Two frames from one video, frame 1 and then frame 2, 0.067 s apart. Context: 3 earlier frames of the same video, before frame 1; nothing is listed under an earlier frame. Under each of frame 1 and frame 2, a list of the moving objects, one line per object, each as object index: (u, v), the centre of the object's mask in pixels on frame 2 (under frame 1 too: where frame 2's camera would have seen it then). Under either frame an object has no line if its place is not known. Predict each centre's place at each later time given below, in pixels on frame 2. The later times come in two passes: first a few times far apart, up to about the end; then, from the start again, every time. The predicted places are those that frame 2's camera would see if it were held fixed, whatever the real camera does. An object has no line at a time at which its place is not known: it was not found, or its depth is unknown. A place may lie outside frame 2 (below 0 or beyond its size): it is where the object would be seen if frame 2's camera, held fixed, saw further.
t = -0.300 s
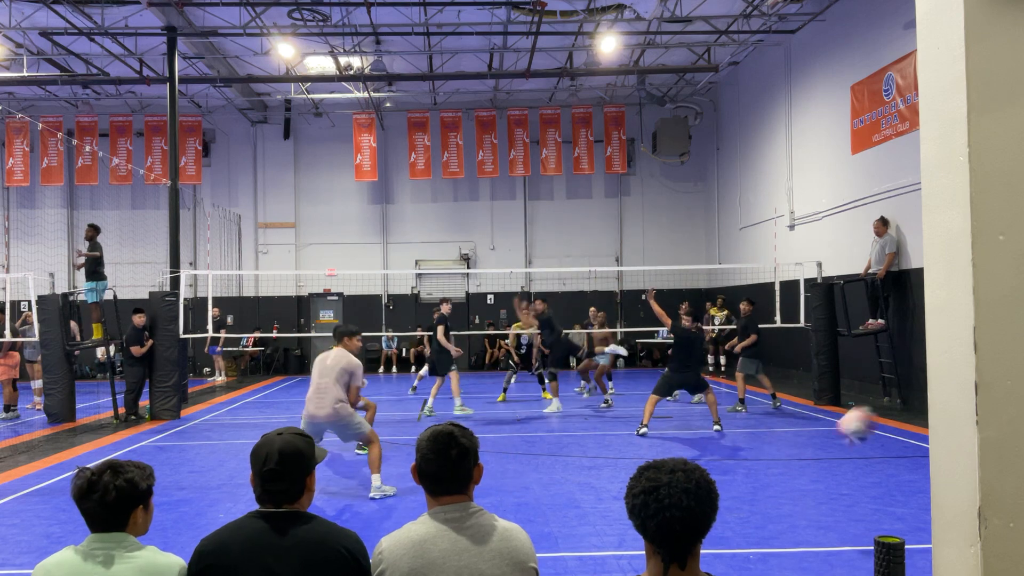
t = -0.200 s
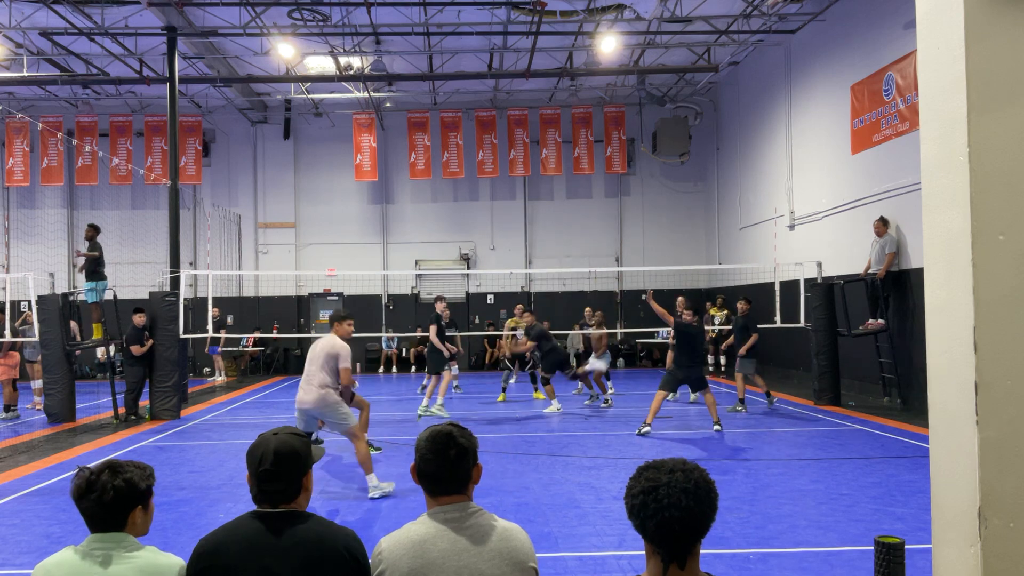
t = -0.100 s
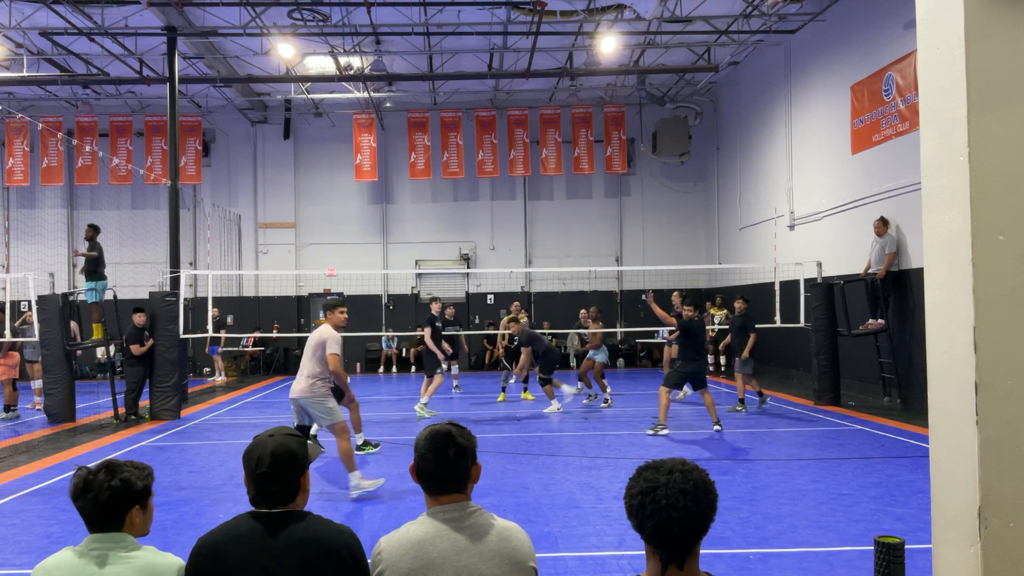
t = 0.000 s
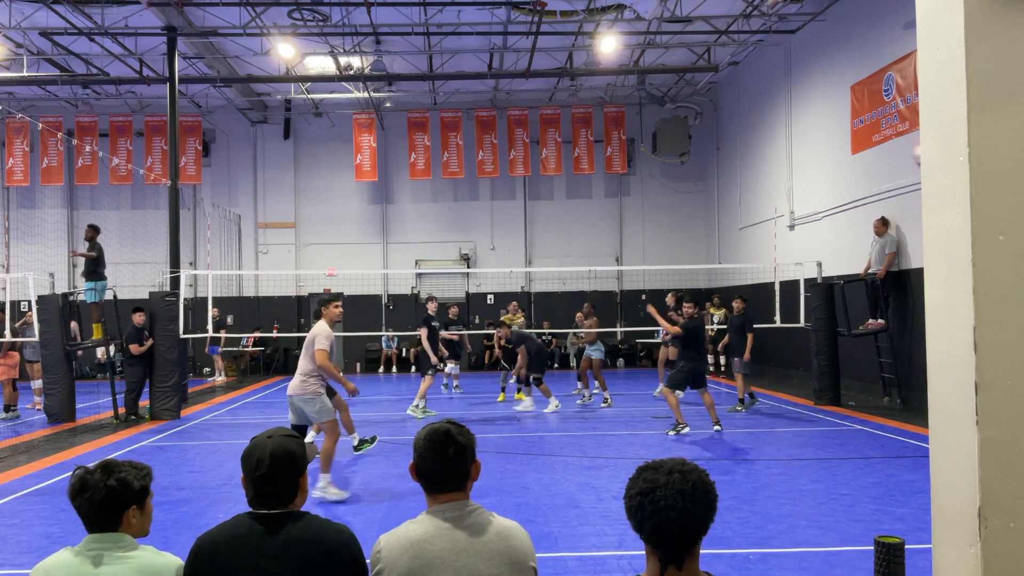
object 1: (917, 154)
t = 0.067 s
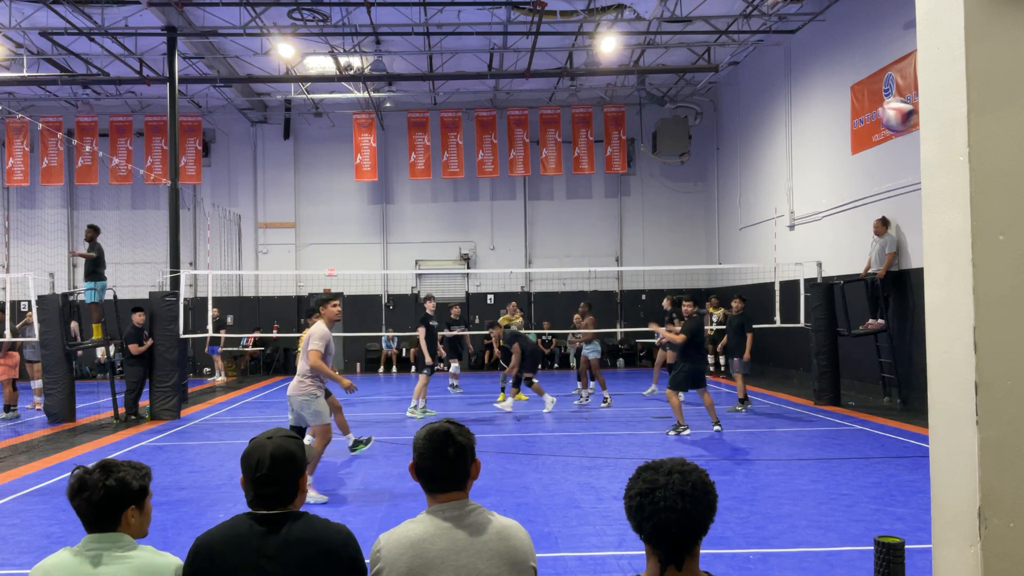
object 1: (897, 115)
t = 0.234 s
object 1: (833, 61)
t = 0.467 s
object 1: (774, 50)
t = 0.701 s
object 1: (736, 84)
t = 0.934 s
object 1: (709, 146)
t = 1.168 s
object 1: (690, 228)
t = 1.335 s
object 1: (679, 295)
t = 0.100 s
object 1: (882, 100)
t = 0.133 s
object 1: (867, 86)
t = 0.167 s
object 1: (854, 76)
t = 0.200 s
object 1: (844, 68)
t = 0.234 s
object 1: (833, 61)
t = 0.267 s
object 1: (822, 56)
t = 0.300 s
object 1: (813, 52)
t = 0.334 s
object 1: (804, 48)
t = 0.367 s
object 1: (796, 48)
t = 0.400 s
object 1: (788, 47)
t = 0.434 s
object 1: (781, 48)
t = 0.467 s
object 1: (774, 50)
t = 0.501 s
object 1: (768, 52)
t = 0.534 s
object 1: (761, 56)
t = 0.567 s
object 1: (757, 60)
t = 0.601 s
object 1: (751, 65)
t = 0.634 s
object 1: (746, 71)
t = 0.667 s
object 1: (741, 77)
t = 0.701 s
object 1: (736, 84)
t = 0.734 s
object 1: (732, 92)
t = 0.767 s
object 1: (728, 100)
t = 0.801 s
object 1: (724, 108)
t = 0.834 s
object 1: (720, 117)
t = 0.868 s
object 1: (716, 126)
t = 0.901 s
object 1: (713, 137)
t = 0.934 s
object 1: (709, 146)
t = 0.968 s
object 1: (706, 157)
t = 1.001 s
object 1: (704, 168)
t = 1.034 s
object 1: (700, 180)
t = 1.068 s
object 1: (698, 191)
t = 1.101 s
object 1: (695, 203)
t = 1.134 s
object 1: (692, 215)
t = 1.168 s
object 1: (690, 228)
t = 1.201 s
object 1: (688, 240)
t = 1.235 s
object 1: (684, 255)
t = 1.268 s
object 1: (683, 267)
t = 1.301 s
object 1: (681, 280)
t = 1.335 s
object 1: (679, 295)
